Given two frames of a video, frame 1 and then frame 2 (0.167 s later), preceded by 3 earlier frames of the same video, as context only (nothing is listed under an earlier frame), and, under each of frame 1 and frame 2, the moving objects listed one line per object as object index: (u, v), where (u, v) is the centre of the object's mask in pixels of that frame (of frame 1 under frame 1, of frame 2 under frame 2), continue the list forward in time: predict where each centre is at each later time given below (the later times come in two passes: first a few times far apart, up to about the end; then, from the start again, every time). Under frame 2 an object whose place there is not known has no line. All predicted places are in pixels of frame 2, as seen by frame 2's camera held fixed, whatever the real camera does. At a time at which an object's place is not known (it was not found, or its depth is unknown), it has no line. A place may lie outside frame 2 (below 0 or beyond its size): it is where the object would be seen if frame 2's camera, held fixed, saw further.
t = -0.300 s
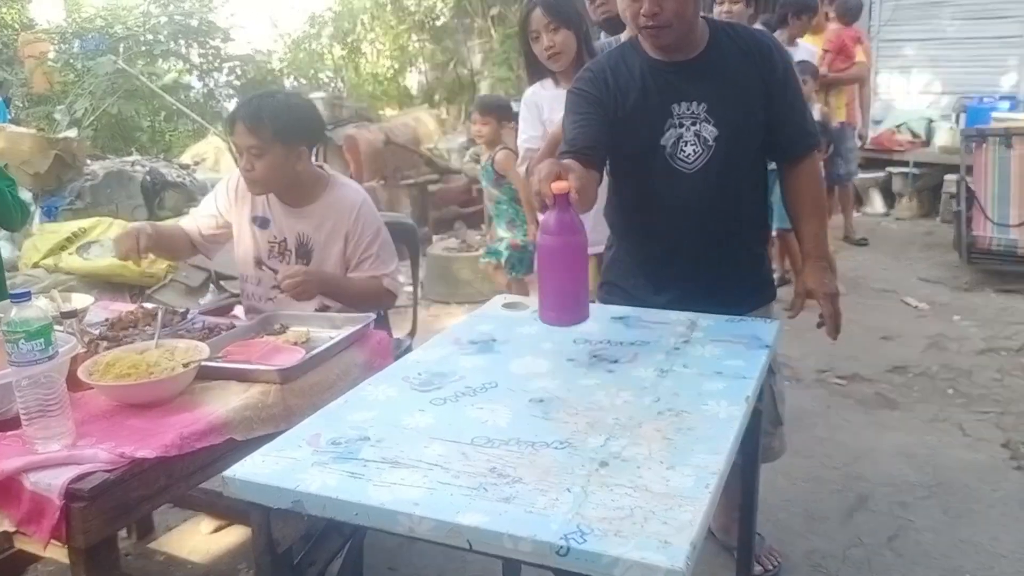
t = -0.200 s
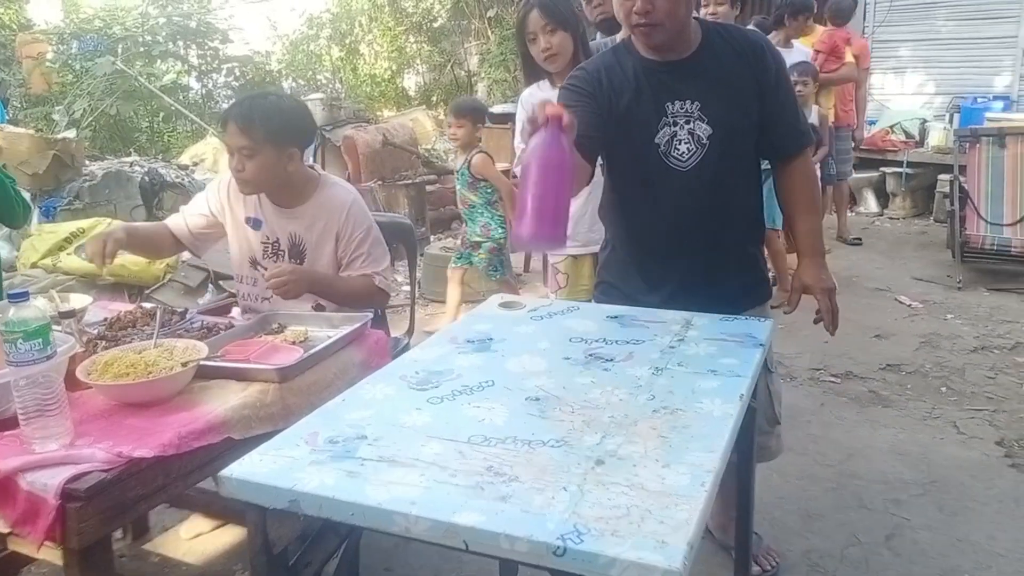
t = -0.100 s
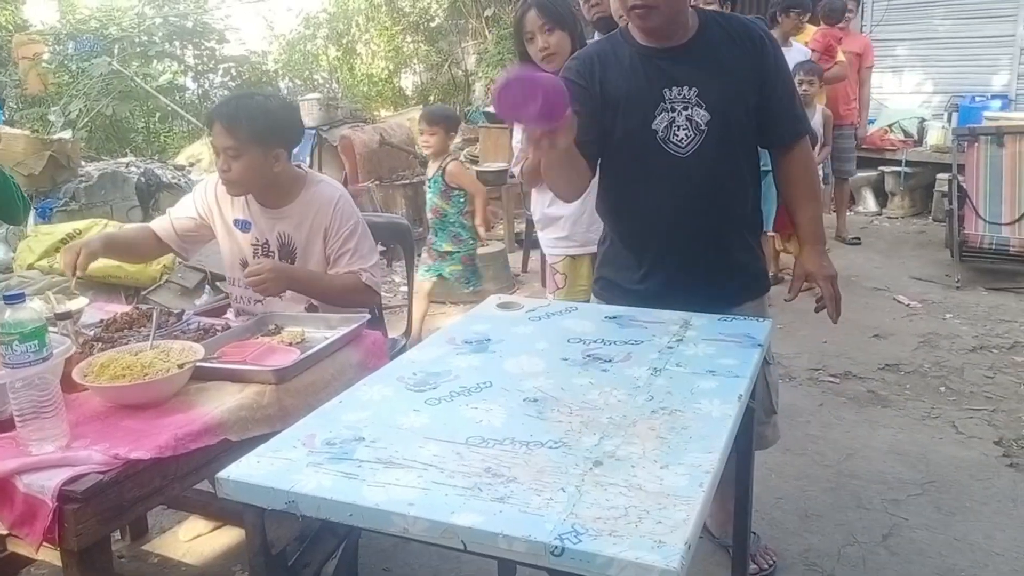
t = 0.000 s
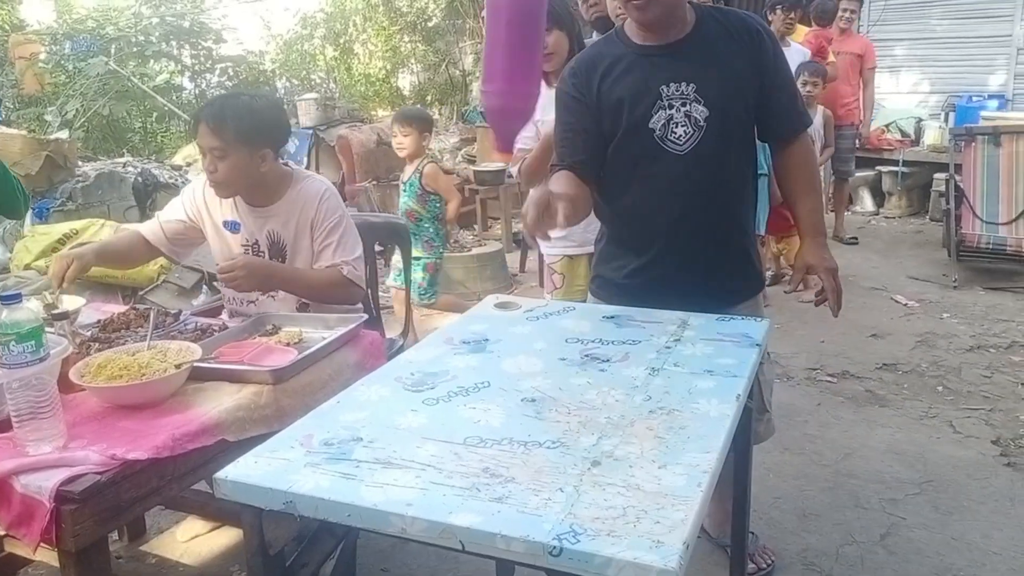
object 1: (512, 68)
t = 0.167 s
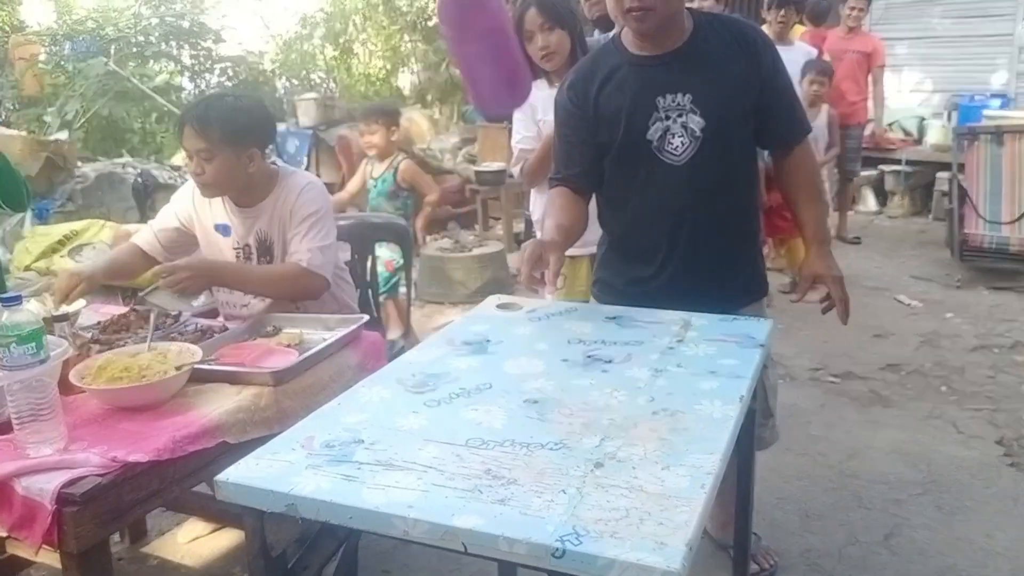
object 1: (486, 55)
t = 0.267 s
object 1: (477, 164)
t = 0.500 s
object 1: (458, 413)
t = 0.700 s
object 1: (442, 414)
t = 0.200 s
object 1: (482, 76)
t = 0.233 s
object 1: (478, 111)
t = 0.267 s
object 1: (477, 164)
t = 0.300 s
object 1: (476, 231)
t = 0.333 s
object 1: (474, 308)
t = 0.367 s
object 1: (469, 372)
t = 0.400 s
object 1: (466, 393)
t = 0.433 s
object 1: (463, 415)
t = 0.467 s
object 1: (461, 410)
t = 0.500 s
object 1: (458, 413)
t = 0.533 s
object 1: (454, 414)
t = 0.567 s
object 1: (450, 414)
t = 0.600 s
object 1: (446, 414)
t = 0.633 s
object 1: (444, 414)
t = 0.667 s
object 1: (443, 414)
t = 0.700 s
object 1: (442, 414)
